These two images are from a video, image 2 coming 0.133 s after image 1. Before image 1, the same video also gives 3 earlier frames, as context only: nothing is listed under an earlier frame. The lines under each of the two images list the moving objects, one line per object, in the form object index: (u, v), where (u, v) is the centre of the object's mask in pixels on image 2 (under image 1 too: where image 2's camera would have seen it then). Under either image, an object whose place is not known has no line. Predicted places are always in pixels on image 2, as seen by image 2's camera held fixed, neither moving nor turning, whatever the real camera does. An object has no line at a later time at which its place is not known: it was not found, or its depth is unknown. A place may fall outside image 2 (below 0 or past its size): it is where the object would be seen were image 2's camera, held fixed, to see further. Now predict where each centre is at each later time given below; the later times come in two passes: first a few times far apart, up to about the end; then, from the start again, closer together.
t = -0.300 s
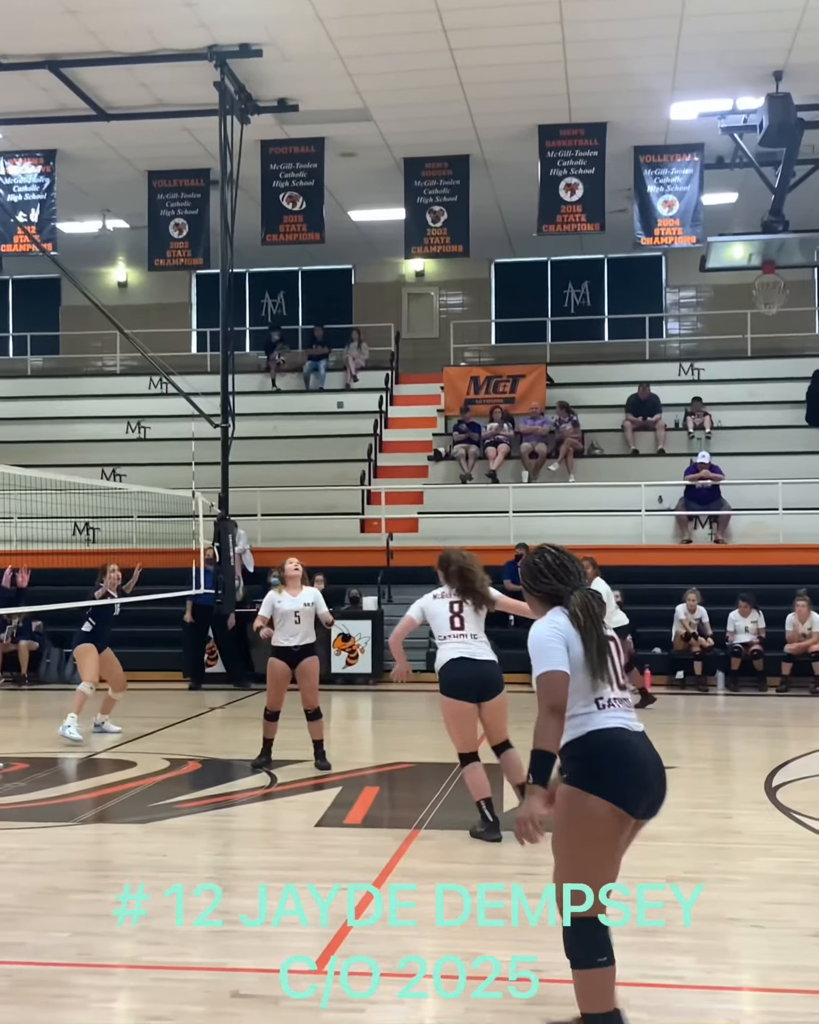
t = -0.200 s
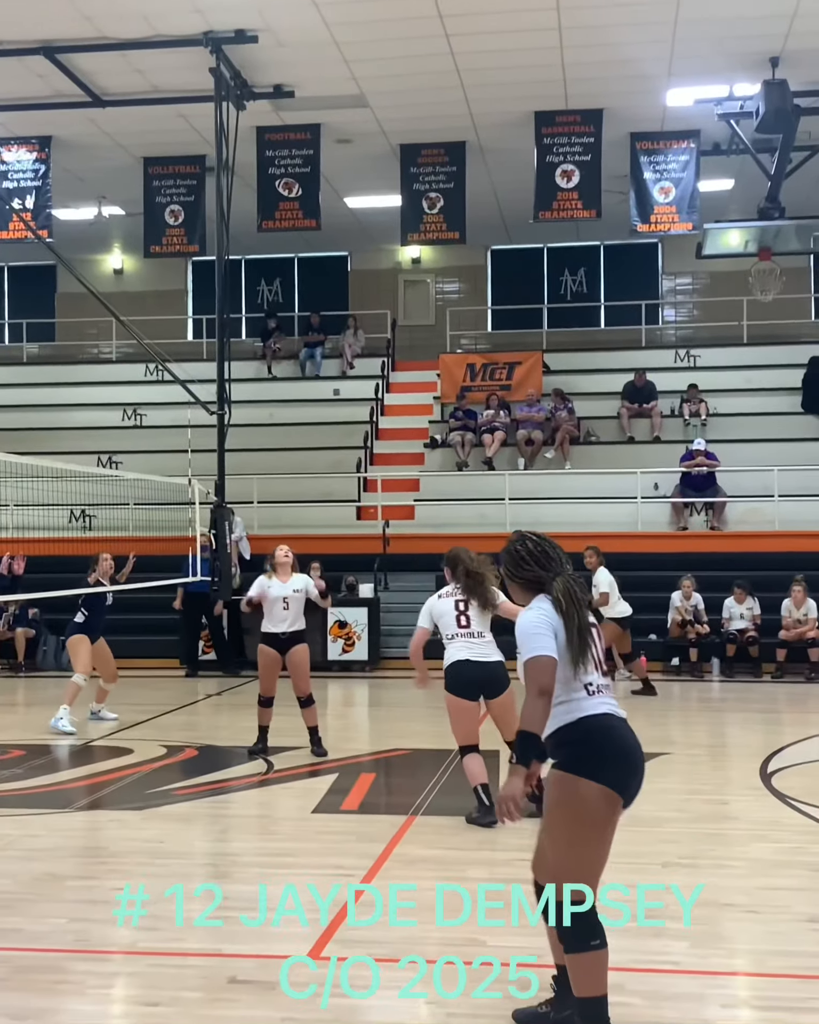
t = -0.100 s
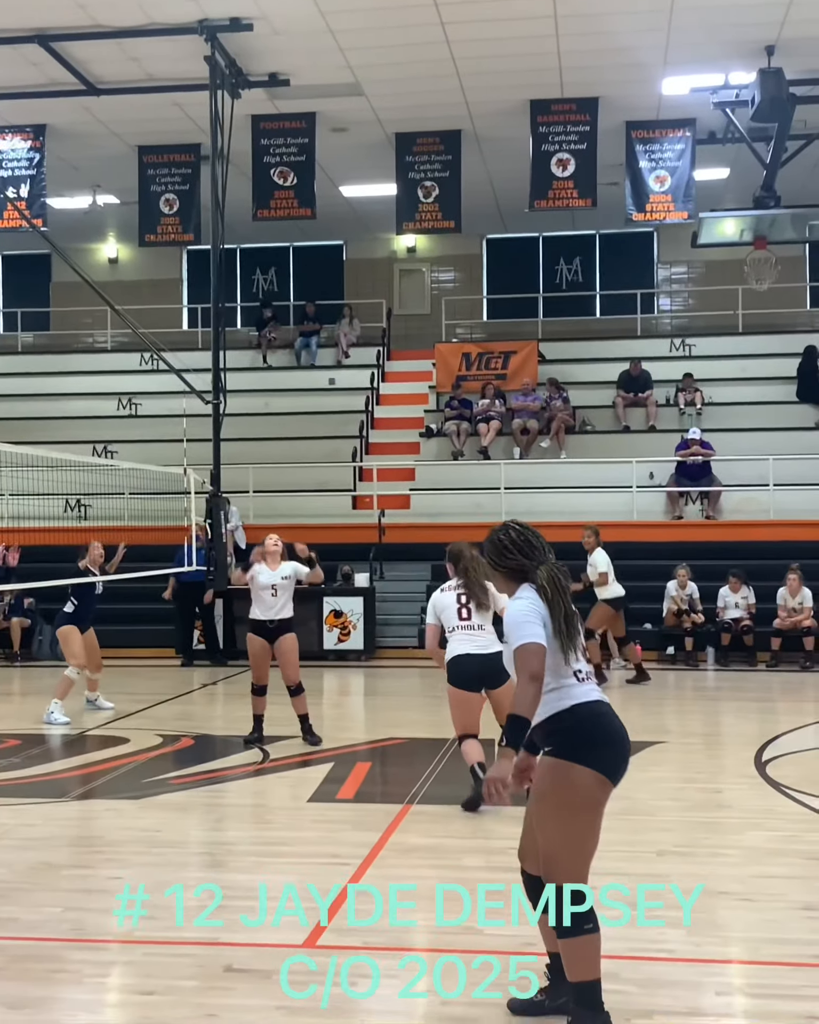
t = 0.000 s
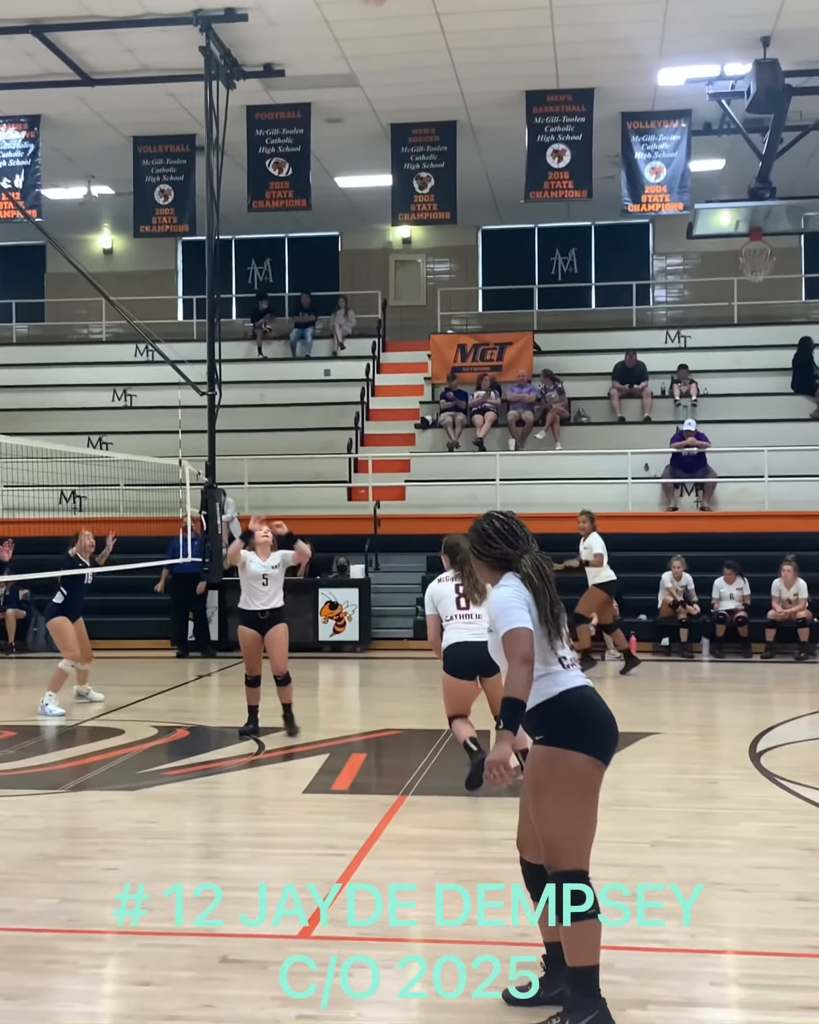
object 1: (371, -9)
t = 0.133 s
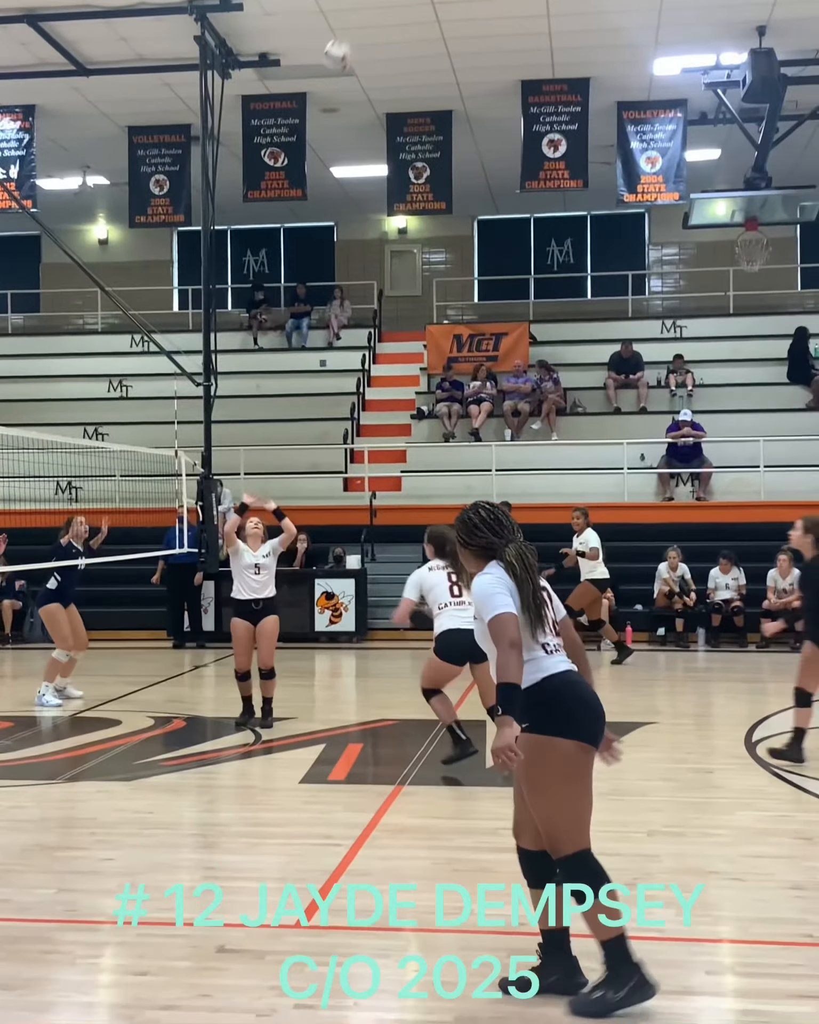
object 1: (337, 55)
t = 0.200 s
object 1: (322, 102)
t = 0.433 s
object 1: (266, 299)
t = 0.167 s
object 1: (330, 80)
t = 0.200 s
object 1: (322, 102)
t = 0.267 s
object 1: (306, 155)
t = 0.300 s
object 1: (298, 182)
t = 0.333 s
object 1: (291, 208)
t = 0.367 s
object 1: (281, 239)
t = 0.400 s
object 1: (273, 268)
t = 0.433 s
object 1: (266, 299)
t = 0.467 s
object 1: (259, 328)
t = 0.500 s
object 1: (252, 358)
